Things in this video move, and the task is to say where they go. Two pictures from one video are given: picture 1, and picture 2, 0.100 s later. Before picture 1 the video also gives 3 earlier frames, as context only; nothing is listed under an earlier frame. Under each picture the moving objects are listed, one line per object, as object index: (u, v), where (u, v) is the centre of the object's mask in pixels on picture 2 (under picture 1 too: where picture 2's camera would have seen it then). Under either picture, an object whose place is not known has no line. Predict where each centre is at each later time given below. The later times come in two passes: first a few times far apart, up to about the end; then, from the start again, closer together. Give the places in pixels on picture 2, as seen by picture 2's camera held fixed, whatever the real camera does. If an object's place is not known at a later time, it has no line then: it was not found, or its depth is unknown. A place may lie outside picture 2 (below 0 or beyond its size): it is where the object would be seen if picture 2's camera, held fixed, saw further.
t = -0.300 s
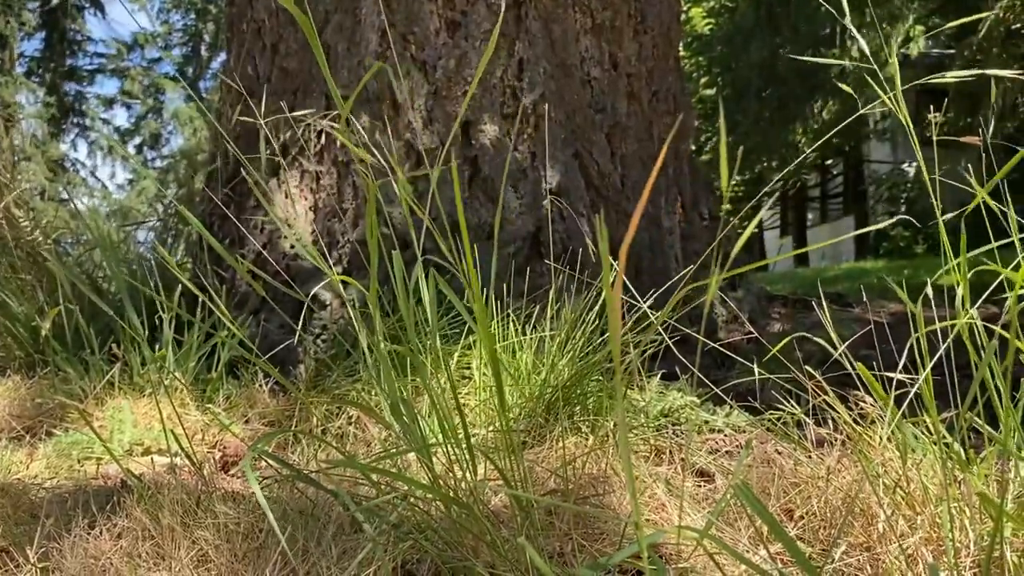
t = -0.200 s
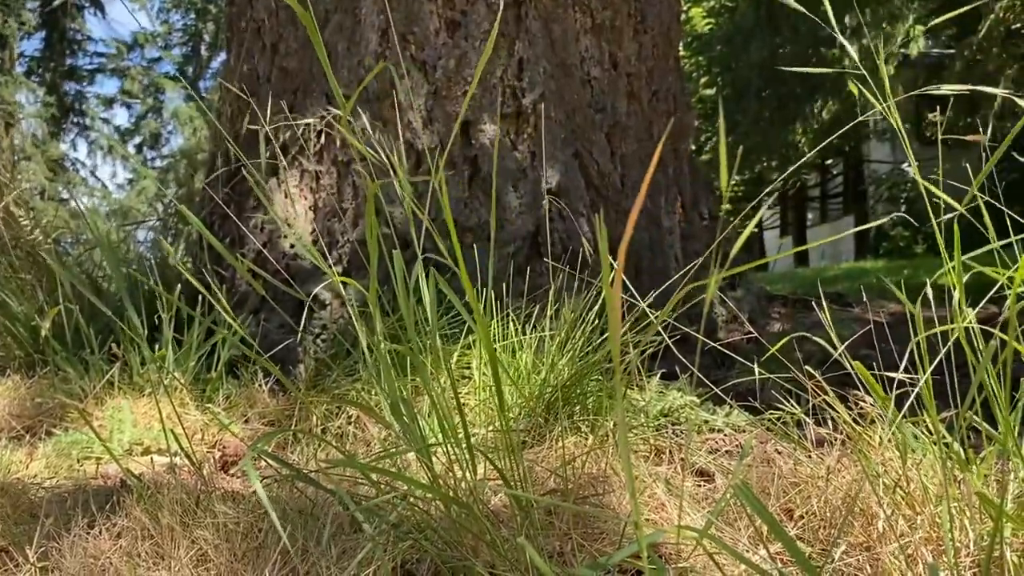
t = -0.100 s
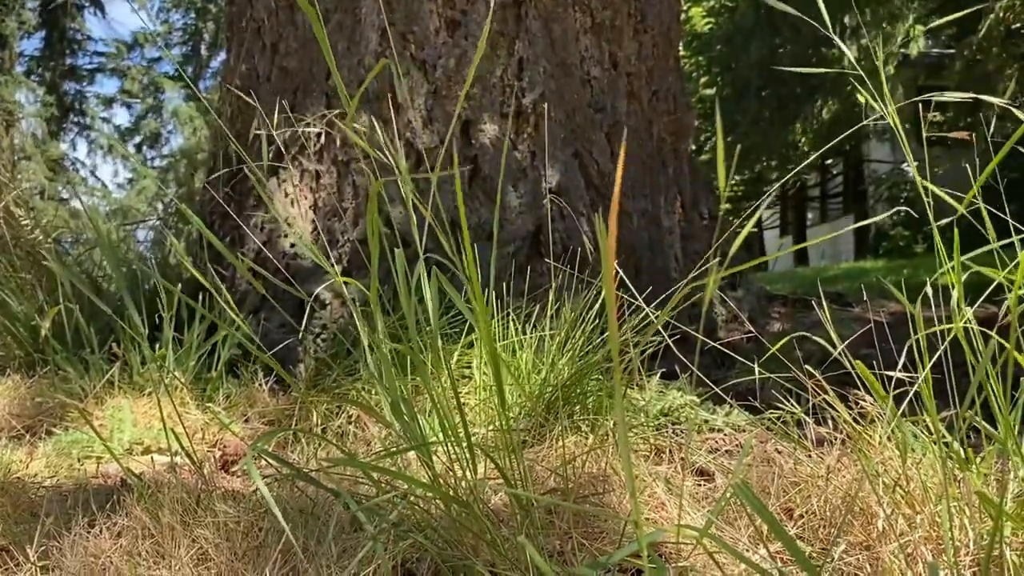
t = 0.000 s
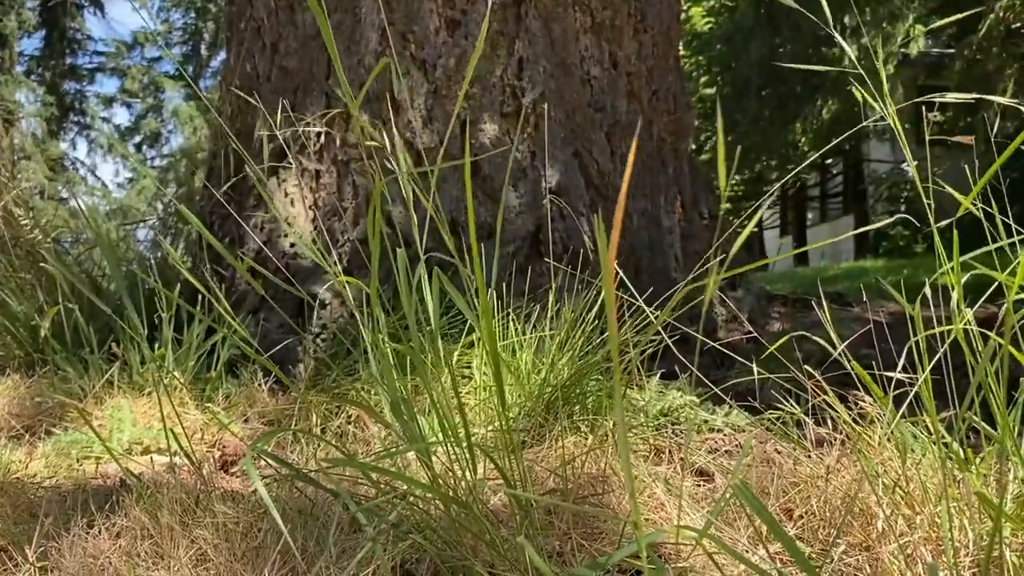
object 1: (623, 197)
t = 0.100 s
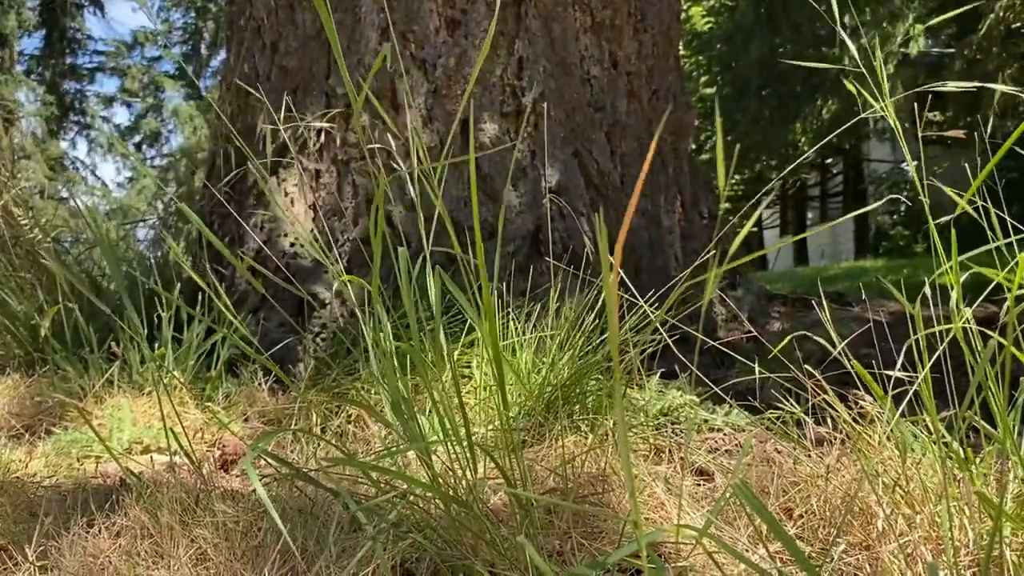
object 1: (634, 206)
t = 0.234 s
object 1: (642, 234)
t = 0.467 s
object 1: (652, 252)
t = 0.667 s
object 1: (660, 261)
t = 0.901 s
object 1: (665, 259)
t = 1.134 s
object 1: (663, 276)
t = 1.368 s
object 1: (677, 249)
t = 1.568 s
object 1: (666, 267)
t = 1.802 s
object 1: (675, 277)
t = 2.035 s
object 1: (664, 272)
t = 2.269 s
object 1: (687, 244)
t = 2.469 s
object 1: (665, 269)
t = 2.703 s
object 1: (655, 276)
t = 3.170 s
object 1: (659, 269)
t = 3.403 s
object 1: (662, 272)
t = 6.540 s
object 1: (658, 236)
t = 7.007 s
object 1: (659, 225)
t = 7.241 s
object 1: (681, 235)
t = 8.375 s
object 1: (660, 218)
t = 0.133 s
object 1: (640, 212)
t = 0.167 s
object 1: (643, 226)
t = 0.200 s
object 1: (643, 231)
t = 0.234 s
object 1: (642, 234)
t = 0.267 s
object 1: (641, 234)
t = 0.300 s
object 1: (642, 236)
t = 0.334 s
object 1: (644, 236)
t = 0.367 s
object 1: (645, 242)
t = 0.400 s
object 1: (645, 251)
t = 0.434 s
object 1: (647, 258)
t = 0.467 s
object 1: (652, 252)
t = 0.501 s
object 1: (651, 254)
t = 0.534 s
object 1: (652, 249)
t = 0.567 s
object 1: (653, 253)
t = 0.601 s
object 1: (656, 258)
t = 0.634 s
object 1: (657, 263)
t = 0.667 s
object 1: (660, 261)
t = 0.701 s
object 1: (661, 261)
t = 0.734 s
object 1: (660, 257)
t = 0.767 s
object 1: (660, 258)
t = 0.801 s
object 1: (660, 261)
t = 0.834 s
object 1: (661, 258)
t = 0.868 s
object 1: (664, 259)
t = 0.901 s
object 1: (665, 259)
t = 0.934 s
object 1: (664, 260)
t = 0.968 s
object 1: (662, 258)
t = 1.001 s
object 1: (660, 255)
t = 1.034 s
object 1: (658, 258)
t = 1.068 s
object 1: (659, 264)
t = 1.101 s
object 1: (661, 272)
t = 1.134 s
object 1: (663, 276)
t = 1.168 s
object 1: (665, 271)
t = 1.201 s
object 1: (664, 273)
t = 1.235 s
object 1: (662, 272)
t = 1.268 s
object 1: (661, 271)
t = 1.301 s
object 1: (659, 272)
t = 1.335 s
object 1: (659, 278)
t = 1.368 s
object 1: (677, 249)
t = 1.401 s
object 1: (667, 265)
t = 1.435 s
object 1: (662, 273)
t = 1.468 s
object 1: (666, 265)
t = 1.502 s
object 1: (667, 265)
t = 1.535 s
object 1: (666, 266)
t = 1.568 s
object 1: (666, 267)
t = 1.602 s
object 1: (666, 268)
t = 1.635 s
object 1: (667, 266)
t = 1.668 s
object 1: (666, 266)
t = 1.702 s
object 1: (670, 265)
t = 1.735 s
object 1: (670, 273)
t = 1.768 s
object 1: (673, 274)
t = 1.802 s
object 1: (675, 277)
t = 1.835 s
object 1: (680, 276)
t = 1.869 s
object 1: (684, 269)
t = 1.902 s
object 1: (682, 271)
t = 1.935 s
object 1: (674, 270)
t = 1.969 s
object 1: (664, 272)
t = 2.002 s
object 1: (661, 272)
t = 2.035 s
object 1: (664, 272)
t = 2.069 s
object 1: (674, 274)
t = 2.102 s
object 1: (681, 276)
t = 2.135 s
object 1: (680, 268)
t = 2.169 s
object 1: (685, 244)
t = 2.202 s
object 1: (664, 271)
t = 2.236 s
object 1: (664, 273)
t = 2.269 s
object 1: (687, 244)
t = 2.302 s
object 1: (677, 268)
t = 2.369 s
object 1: (673, 263)
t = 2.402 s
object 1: (663, 275)
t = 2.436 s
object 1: (662, 273)
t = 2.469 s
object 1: (665, 269)
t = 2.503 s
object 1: (673, 261)
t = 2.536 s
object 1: (698, 245)
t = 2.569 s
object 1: (687, 269)
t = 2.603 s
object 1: (690, 263)
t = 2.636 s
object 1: (687, 257)
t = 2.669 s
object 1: (667, 277)
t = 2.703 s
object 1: (655, 276)
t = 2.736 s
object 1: (653, 264)
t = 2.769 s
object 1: (649, 275)
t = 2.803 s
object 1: (652, 272)
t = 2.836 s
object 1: (658, 268)
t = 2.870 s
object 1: (659, 270)
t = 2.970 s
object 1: (653, 268)
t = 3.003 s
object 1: (649, 271)
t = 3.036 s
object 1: (650, 262)
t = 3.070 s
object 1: (650, 266)
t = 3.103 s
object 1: (652, 266)
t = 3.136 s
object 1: (655, 270)
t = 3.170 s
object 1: (659, 269)
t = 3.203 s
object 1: (660, 271)
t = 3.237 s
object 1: (661, 272)
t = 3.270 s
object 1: (664, 274)
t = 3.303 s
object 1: (666, 275)
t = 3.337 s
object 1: (667, 276)
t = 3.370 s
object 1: (666, 272)
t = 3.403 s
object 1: (662, 272)
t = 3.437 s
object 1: (659, 269)
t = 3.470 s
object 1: (658, 270)
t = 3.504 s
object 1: (662, 271)
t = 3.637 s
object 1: (664, 274)
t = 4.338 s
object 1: (663, 229)
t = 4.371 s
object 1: (668, 257)
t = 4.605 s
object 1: (677, 245)
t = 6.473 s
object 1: (656, 223)
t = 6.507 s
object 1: (657, 239)
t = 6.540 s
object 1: (658, 236)
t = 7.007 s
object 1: (659, 225)
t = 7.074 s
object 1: (690, 231)
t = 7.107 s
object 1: (693, 231)
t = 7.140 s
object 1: (690, 233)
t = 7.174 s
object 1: (686, 230)
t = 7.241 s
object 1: (681, 235)
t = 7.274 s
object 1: (687, 239)
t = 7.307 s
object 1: (692, 248)
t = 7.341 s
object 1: (708, 245)
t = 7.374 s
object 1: (697, 249)
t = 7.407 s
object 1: (687, 238)
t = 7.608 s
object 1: (672, 246)
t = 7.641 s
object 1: (675, 243)
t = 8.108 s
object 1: (678, 212)
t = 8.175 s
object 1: (668, 254)
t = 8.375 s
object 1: (660, 218)
